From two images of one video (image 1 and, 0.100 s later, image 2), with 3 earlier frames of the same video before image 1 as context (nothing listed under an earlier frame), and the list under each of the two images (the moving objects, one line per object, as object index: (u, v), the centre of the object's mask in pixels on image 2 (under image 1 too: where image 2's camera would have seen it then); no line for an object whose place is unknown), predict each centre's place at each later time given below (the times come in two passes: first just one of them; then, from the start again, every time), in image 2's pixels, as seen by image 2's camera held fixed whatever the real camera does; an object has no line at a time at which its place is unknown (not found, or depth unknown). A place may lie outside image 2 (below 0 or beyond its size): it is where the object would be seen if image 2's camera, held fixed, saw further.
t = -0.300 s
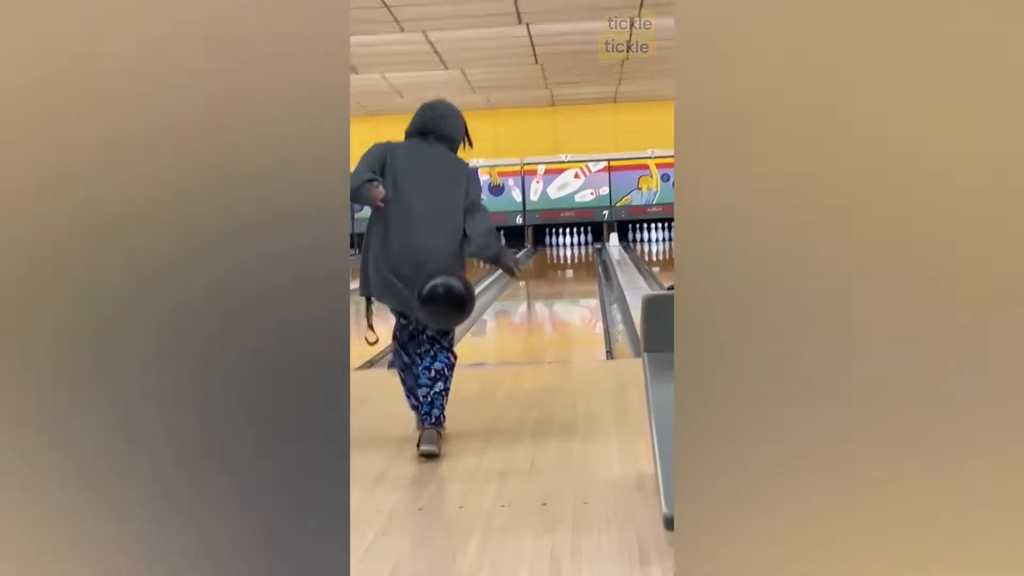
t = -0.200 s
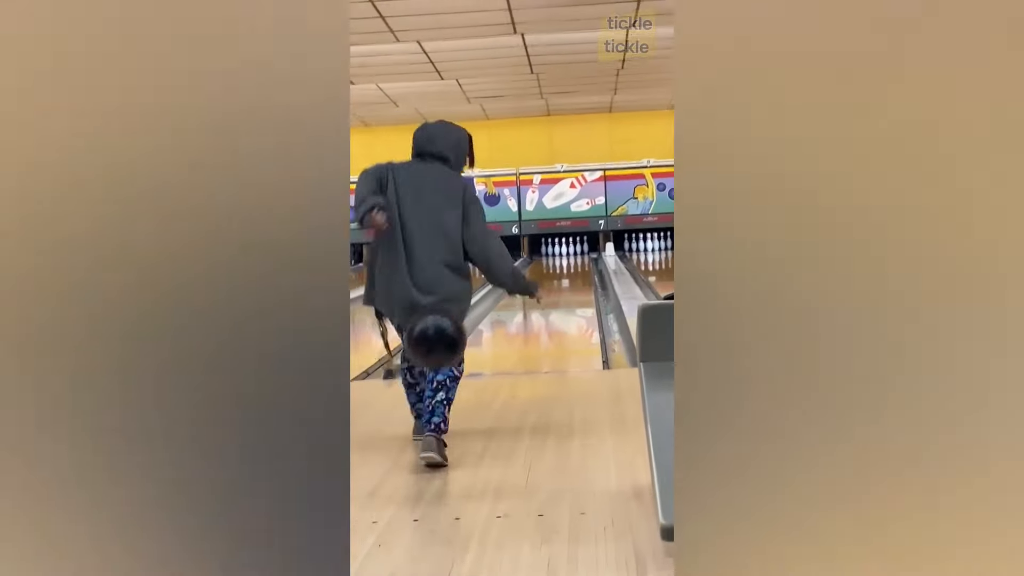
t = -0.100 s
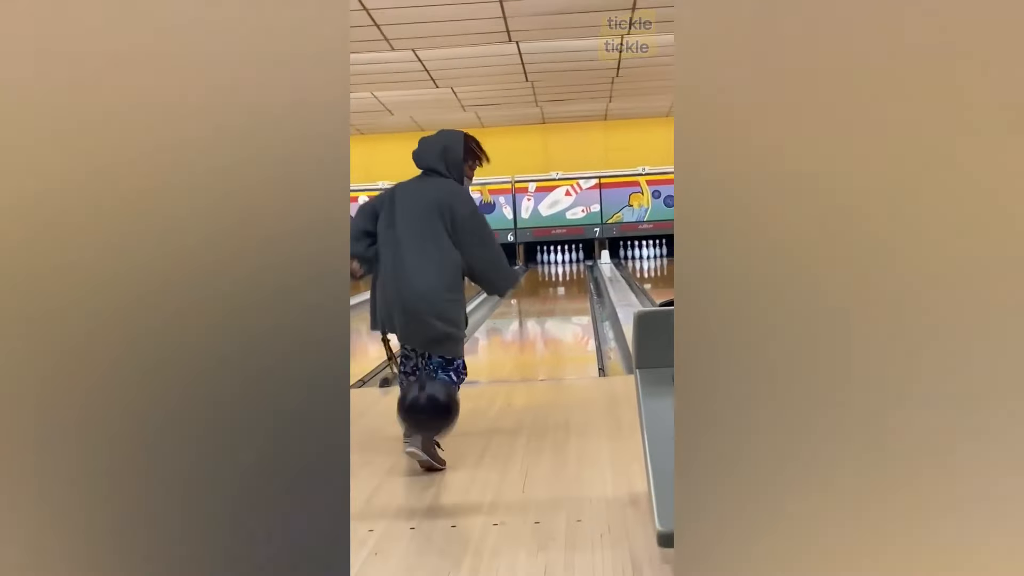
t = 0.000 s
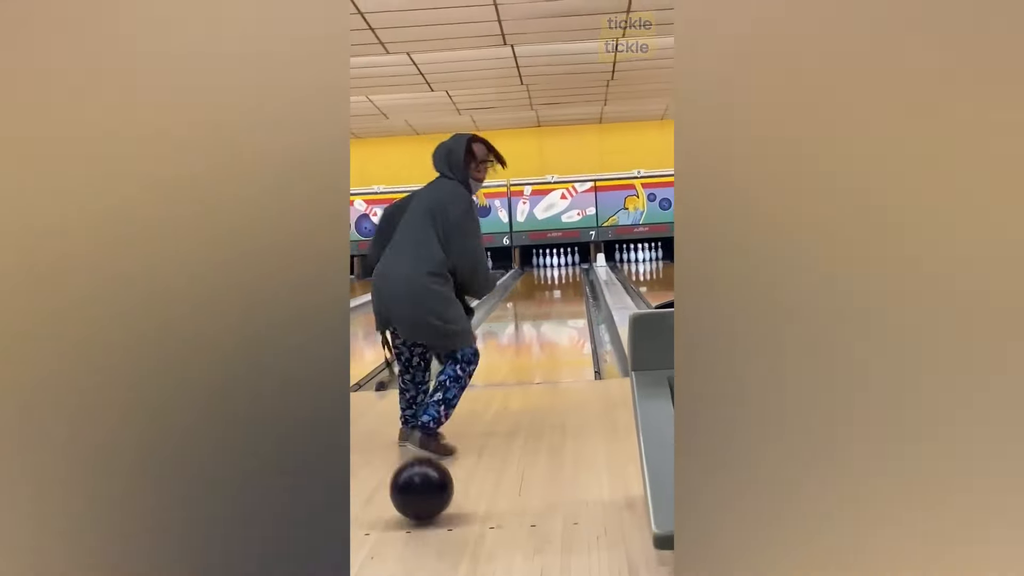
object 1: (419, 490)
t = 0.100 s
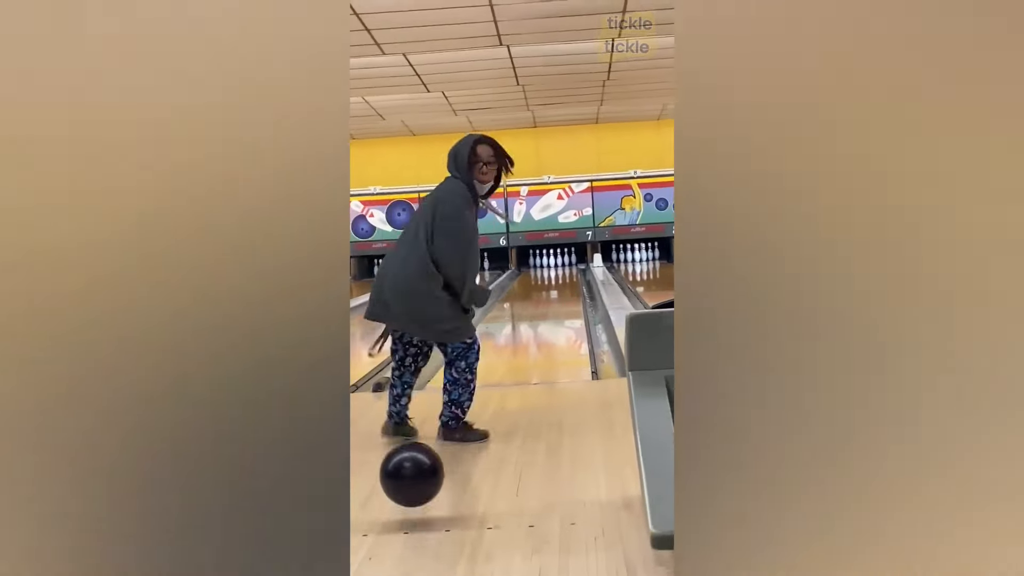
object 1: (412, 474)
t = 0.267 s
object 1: (403, 497)
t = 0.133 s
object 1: (410, 475)
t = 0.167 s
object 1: (408, 480)
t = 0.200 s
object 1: (406, 488)
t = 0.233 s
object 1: (404, 498)
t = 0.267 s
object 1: (403, 497)
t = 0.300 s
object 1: (401, 499)
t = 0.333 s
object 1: (399, 500)
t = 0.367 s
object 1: (398, 500)
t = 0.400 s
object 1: (397, 501)
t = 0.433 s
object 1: (395, 501)
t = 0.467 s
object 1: (394, 501)
